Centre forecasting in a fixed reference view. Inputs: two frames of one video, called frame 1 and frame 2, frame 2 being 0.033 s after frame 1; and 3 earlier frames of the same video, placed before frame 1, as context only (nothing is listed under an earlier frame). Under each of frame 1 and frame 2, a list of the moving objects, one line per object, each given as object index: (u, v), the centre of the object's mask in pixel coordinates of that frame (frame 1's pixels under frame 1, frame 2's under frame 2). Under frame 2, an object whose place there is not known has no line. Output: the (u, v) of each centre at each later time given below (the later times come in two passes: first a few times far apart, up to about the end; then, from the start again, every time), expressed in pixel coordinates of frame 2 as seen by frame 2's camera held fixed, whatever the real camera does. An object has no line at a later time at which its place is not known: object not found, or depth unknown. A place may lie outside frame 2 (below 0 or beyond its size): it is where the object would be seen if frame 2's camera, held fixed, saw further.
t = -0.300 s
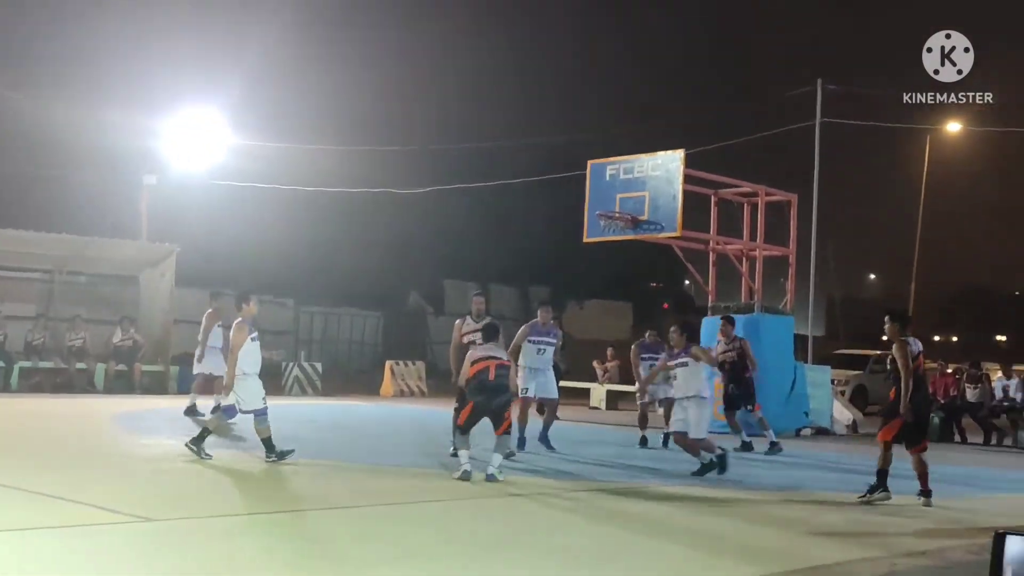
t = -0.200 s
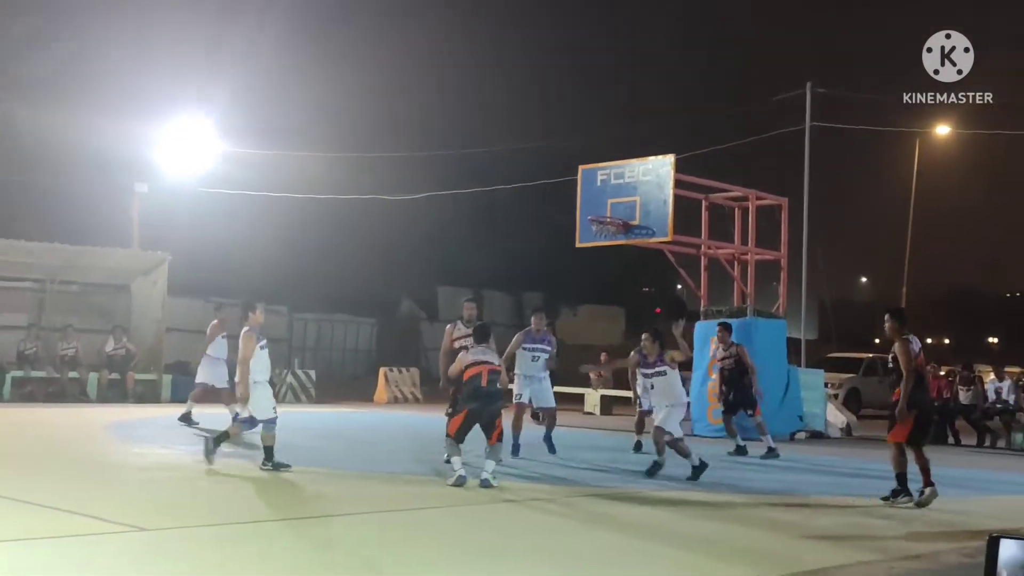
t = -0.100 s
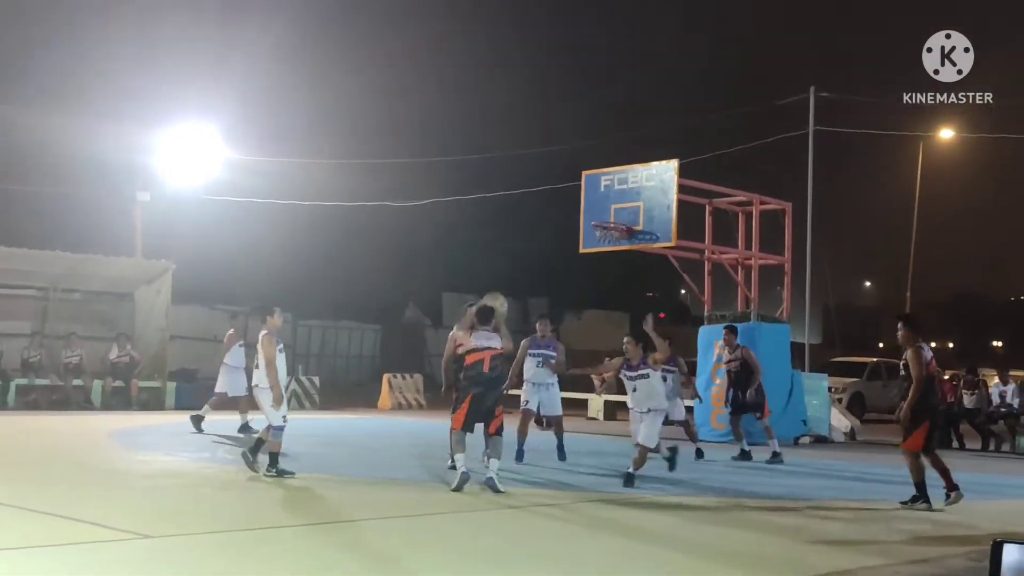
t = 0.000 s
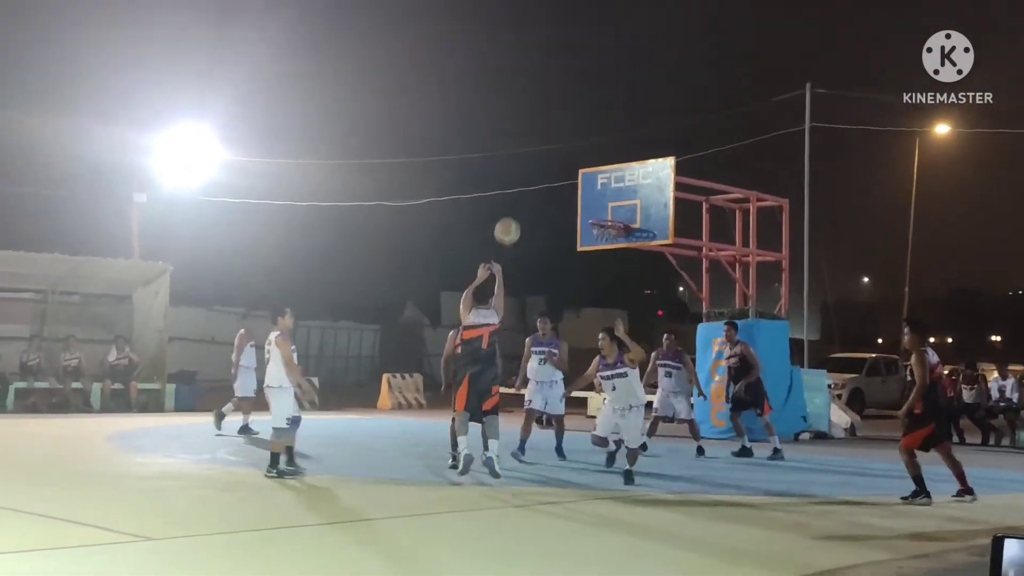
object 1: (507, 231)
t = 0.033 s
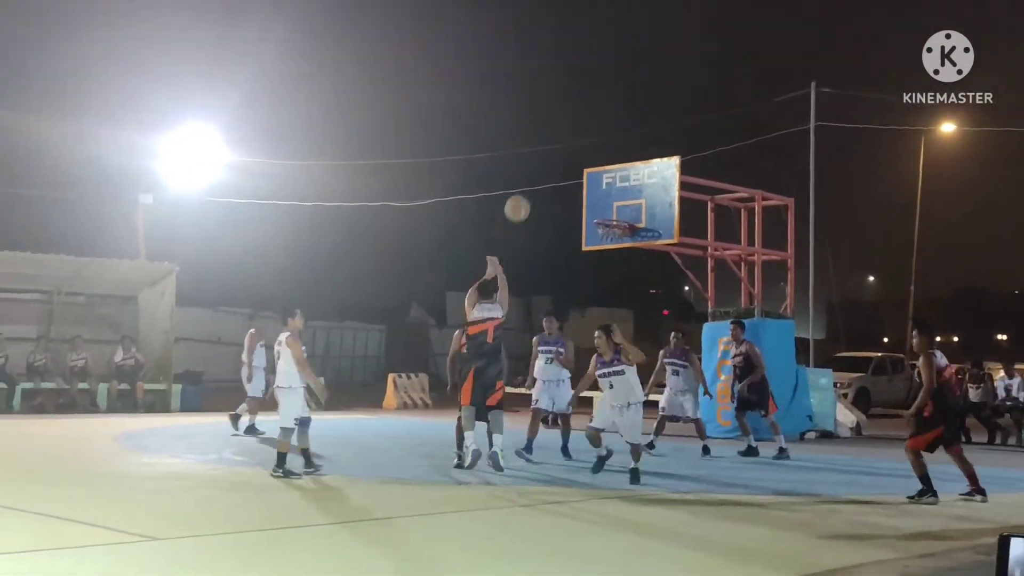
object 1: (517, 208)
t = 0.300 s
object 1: (553, 82)
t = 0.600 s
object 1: (584, 32)
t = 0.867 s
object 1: (607, 53)
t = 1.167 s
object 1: (627, 132)
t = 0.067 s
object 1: (522, 187)
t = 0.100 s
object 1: (527, 168)
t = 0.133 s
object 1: (532, 150)
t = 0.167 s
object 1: (536, 134)
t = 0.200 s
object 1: (540, 118)
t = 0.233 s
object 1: (544, 105)
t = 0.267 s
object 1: (549, 92)
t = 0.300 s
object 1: (553, 82)
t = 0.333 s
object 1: (557, 71)
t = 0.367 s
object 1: (560, 63)
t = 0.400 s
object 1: (564, 56)
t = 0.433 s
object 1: (568, 50)
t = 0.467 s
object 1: (572, 44)
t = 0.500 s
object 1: (576, 40)
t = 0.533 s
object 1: (579, 36)
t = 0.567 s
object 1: (581, 34)
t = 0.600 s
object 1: (584, 32)
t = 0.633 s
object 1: (587, 32)
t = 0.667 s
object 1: (590, 33)
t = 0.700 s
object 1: (593, 35)
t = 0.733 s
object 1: (596, 36)
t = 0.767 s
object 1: (599, 39)
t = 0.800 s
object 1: (602, 43)
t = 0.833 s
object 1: (604, 48)
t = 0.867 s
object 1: (607, 53)
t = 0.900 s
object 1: (609, 59)
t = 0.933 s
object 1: (611, 66)
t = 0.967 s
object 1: (614, 74)
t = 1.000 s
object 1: (617, 82)
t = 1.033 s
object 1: (619, 91)
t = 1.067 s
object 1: (622, 100)
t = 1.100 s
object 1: (624, 110)
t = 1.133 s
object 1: (625, 121)
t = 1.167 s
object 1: (627, 132)
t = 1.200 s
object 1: (629, 145)
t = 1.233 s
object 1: (630, 157)
